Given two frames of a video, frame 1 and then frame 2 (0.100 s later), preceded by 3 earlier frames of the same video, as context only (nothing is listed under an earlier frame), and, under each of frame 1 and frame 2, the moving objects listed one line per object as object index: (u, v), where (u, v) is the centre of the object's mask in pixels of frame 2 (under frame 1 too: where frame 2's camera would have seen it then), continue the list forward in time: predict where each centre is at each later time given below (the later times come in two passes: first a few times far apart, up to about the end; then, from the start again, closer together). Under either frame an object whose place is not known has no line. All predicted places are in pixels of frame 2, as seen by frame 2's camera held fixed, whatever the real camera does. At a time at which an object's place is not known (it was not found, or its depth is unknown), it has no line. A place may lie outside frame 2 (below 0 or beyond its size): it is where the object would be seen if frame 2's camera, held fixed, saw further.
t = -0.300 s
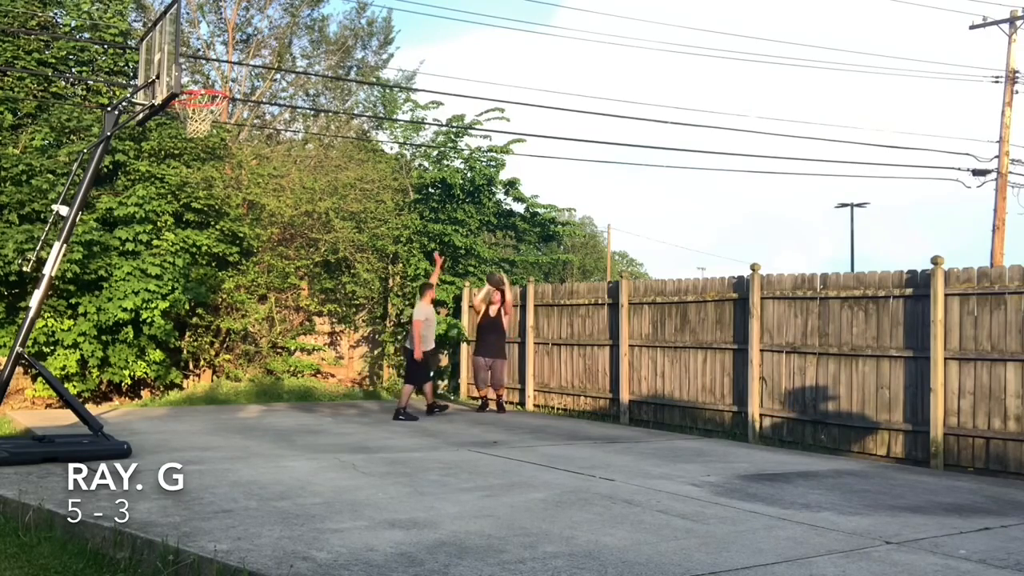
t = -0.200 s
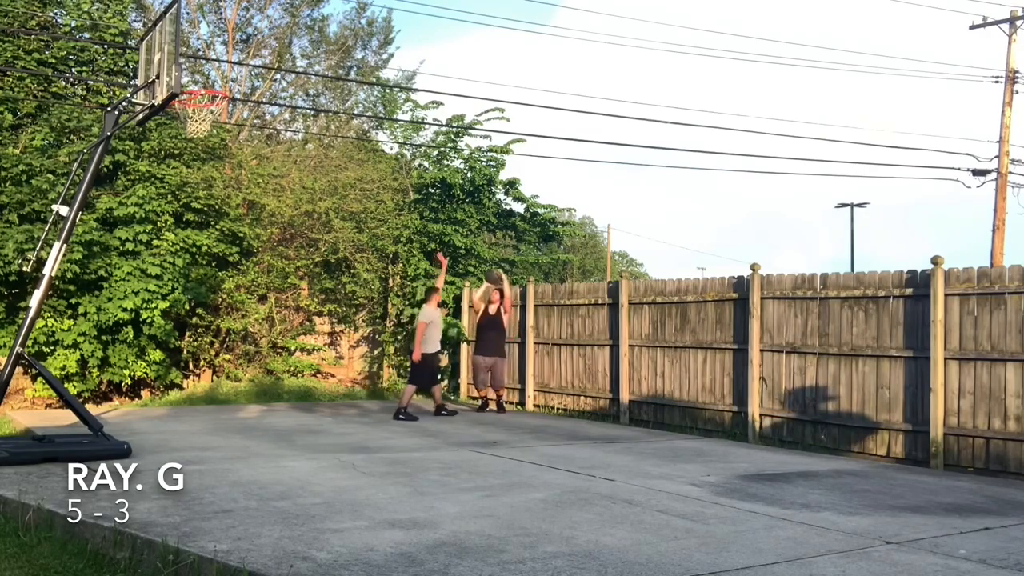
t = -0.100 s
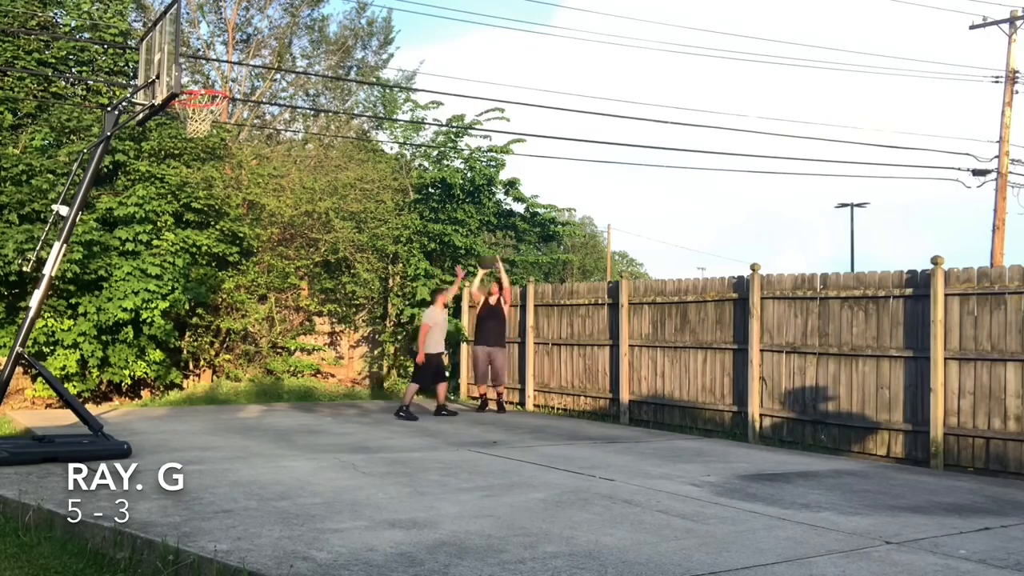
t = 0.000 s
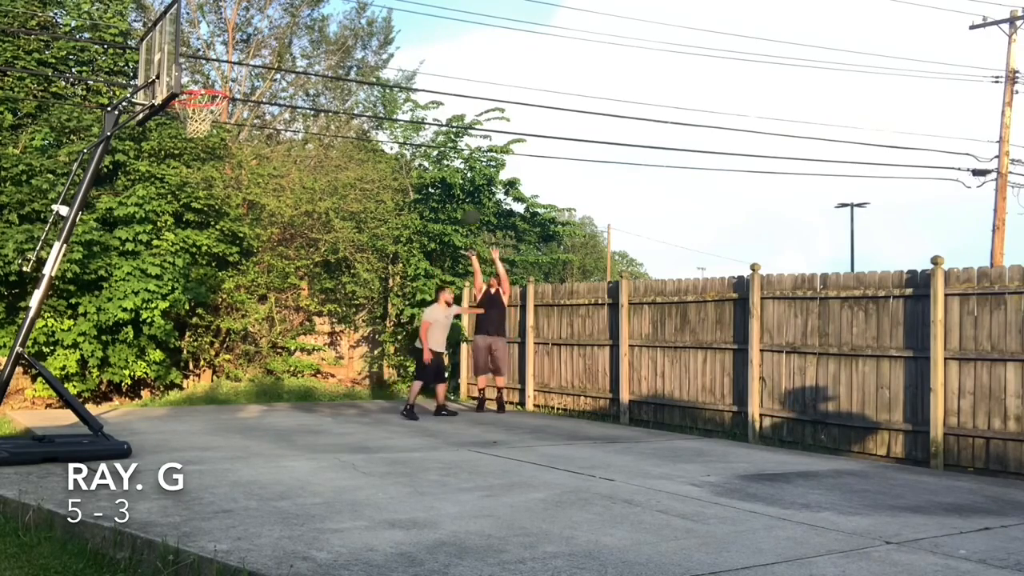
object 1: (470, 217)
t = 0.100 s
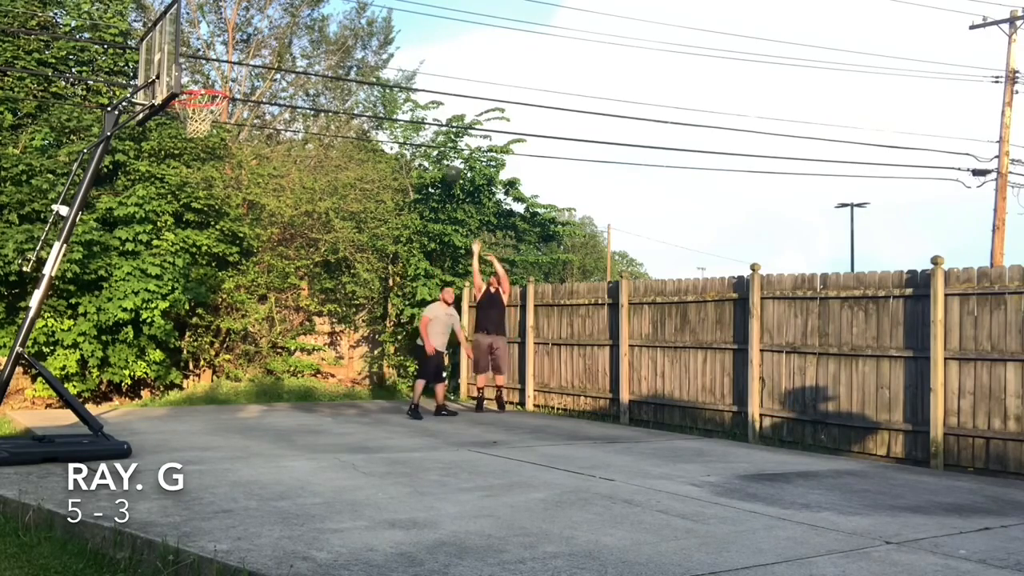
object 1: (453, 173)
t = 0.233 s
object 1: (424, 126)
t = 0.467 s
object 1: (368, 66)
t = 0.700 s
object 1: (301, 47)
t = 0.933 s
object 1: (217, 79)
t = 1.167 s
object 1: (204, 183)
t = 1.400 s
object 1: (219, 344)
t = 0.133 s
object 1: (445, 161)
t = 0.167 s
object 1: (438, 149)
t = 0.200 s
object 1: (431, 137)
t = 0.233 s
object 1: (424, 126)
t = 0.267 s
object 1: (416, 114)
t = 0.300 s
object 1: (409, 106)
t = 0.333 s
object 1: (401, 96)
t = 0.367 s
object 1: (394, 87)
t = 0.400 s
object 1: (386, 79)
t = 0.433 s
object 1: (377, 72)
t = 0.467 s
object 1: (368, 66)
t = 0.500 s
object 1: (360, 61)
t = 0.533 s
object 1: (351, 57)
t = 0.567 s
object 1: (342, 52)
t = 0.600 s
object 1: (333, 49)
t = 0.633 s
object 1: (322, 48)
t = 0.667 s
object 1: (312, 47)
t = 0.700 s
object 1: (301, 47)
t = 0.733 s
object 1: (291, 48)
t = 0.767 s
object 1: (279, 50)
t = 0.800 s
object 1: (268, 53)
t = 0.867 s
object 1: (244, 63)
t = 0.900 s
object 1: (231, 72)
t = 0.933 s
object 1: (217, 79)
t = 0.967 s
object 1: (205, 89)
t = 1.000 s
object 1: (191, 104)
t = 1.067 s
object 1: (193, 131)
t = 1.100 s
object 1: (198, 147)
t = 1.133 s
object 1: (201, 166)
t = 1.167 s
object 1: (204, 183)
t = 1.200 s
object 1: (206, 203)
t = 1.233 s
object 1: (209, 223)
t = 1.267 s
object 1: (211, 244)
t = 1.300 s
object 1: (215, 268)
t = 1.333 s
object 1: (216, 293)
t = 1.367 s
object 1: (218, 318)
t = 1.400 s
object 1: (219, 344)
